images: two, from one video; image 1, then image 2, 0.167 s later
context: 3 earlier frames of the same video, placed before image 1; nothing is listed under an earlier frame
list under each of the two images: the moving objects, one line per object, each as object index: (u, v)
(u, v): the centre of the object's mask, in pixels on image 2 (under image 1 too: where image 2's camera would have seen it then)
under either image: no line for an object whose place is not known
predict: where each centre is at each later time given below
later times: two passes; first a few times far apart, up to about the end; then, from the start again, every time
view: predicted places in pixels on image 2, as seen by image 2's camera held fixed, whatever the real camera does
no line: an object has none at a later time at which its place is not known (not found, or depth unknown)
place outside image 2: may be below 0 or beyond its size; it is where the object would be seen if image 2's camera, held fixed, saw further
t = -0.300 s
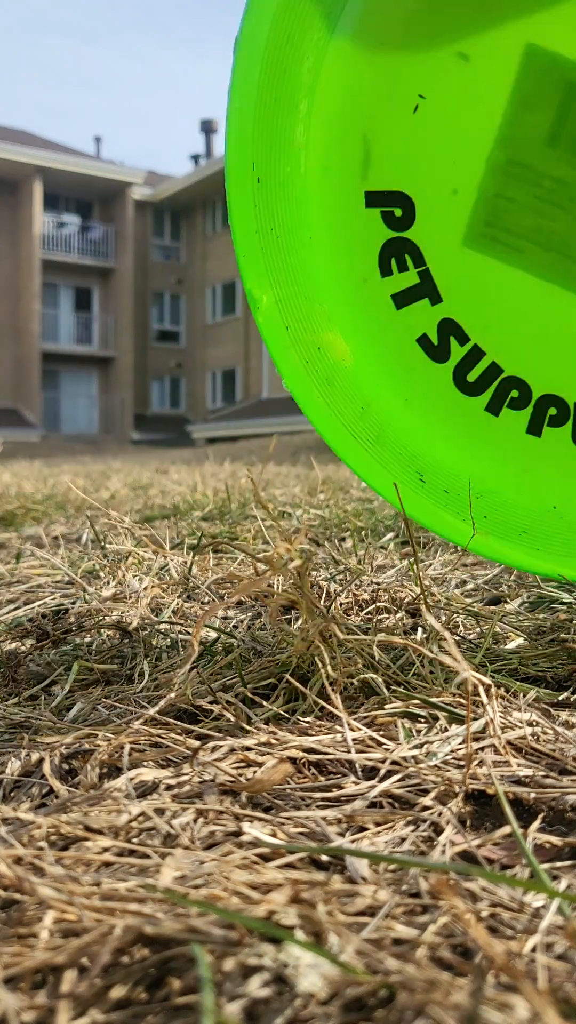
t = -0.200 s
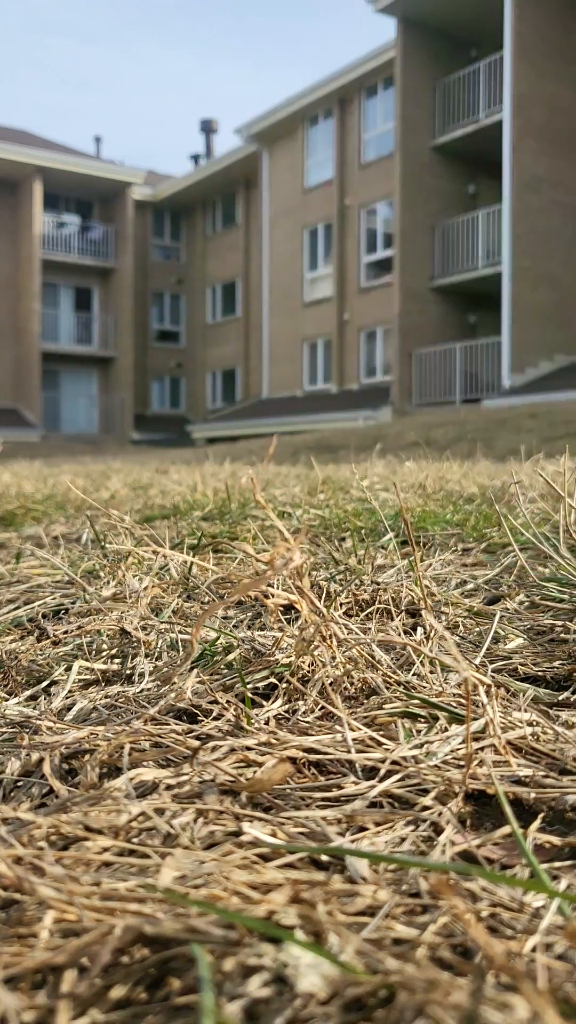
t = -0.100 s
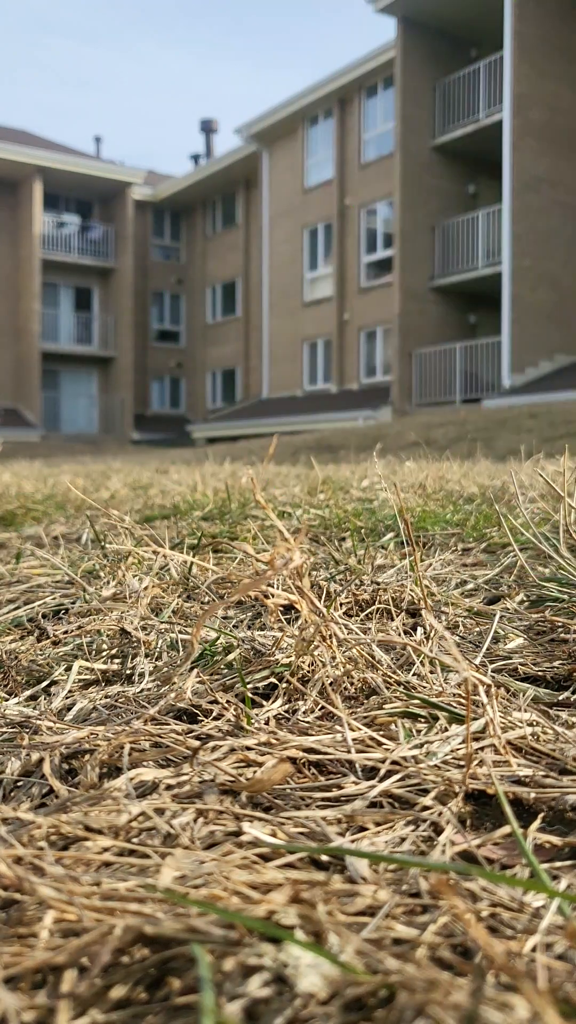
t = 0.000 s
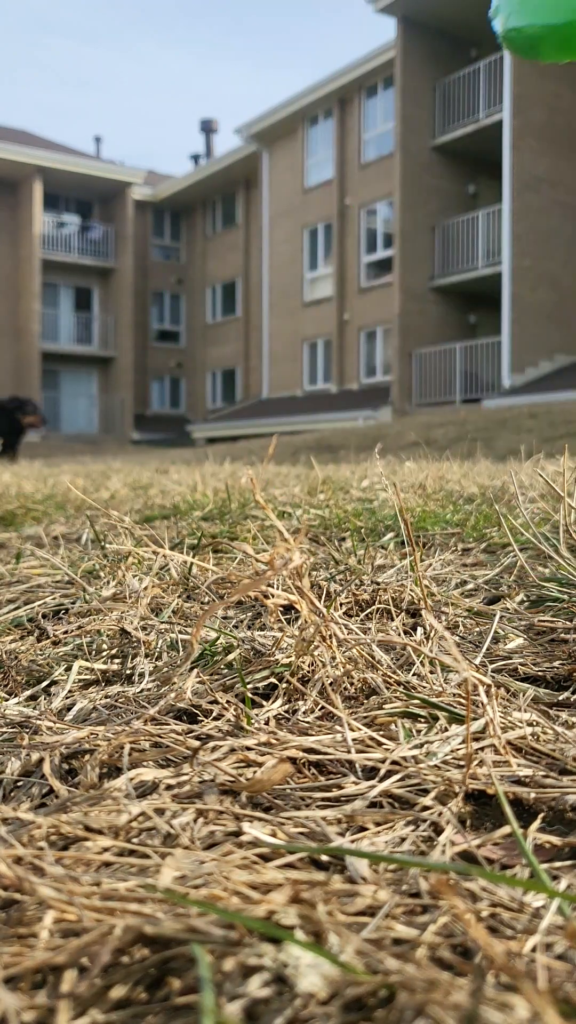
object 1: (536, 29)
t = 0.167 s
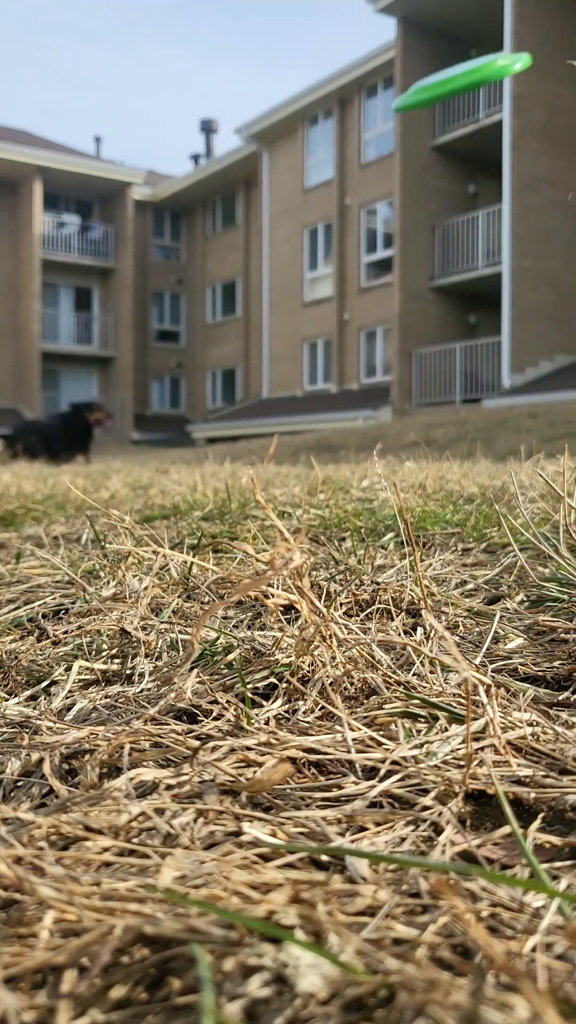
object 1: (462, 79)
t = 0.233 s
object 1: (443, 114)
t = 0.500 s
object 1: (404, 198)
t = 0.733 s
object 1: (381, 254)
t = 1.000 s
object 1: (352, 300)
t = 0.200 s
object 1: (449, 98)
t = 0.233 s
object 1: (443, 114)
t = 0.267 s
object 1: (437, 125)
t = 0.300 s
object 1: (432, 138)
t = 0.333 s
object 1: (425, 150)
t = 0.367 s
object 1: (420, 160)
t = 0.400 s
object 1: (415, 171)
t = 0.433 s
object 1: (412, 180)
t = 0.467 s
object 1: (406, 190)
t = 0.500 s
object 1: (404, 198)
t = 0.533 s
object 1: (400, 206)
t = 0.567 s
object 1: (397, 215)
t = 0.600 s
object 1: (393, 223)
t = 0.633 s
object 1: (391, 231)
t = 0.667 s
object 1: (387, 239)
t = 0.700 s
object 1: (383, 247)
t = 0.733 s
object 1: (381, 254)
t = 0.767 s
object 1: (378, 261)
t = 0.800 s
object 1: (374, 268)
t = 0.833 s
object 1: (371, 274)
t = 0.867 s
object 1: (367, 279)
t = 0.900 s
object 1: (363, 285)
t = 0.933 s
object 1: (359, 290)
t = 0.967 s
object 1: (355, 295)
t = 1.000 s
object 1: (352, 300)
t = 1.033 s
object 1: (348, 305)
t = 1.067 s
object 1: (343, 309)
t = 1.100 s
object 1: (340, 314)
